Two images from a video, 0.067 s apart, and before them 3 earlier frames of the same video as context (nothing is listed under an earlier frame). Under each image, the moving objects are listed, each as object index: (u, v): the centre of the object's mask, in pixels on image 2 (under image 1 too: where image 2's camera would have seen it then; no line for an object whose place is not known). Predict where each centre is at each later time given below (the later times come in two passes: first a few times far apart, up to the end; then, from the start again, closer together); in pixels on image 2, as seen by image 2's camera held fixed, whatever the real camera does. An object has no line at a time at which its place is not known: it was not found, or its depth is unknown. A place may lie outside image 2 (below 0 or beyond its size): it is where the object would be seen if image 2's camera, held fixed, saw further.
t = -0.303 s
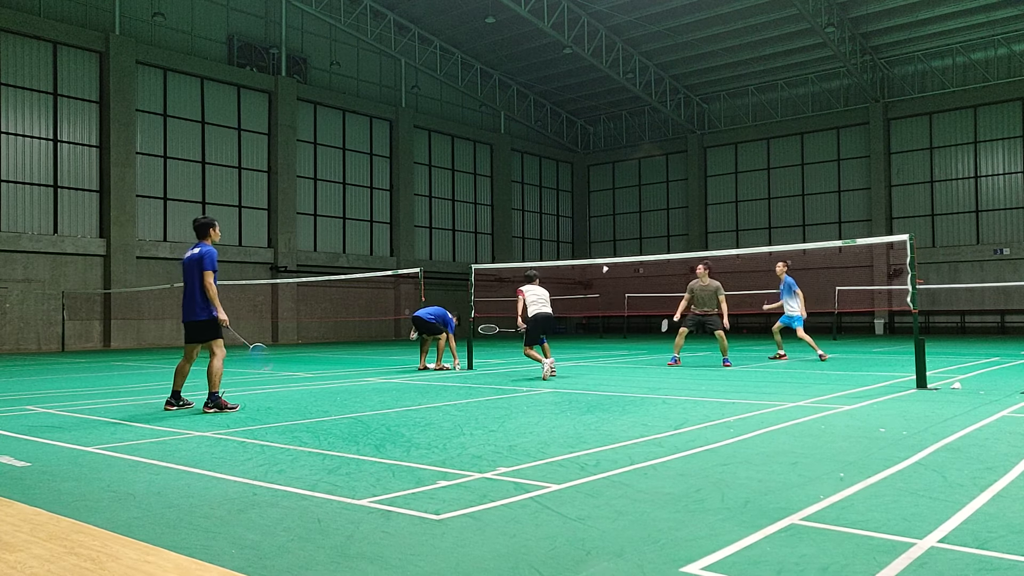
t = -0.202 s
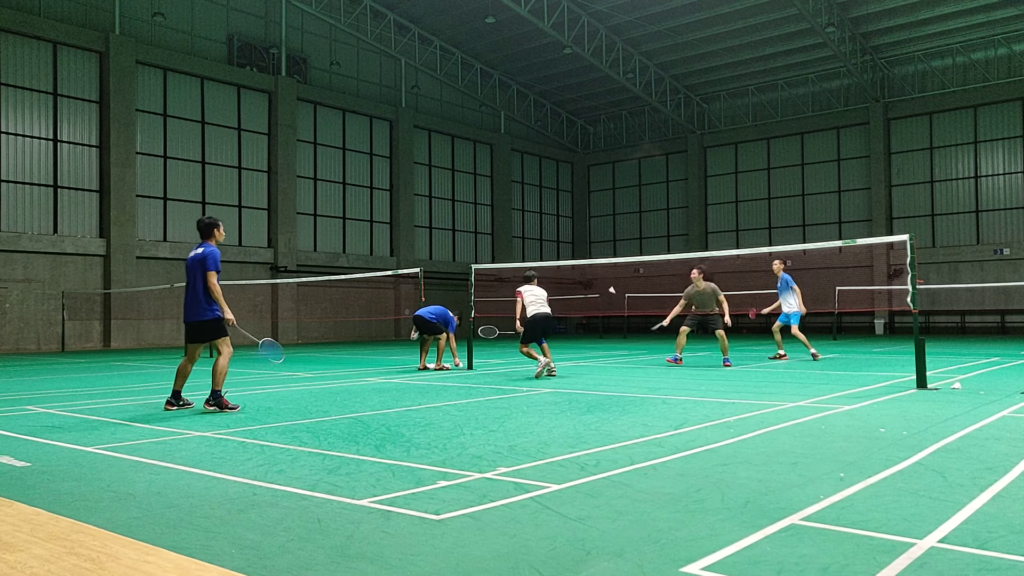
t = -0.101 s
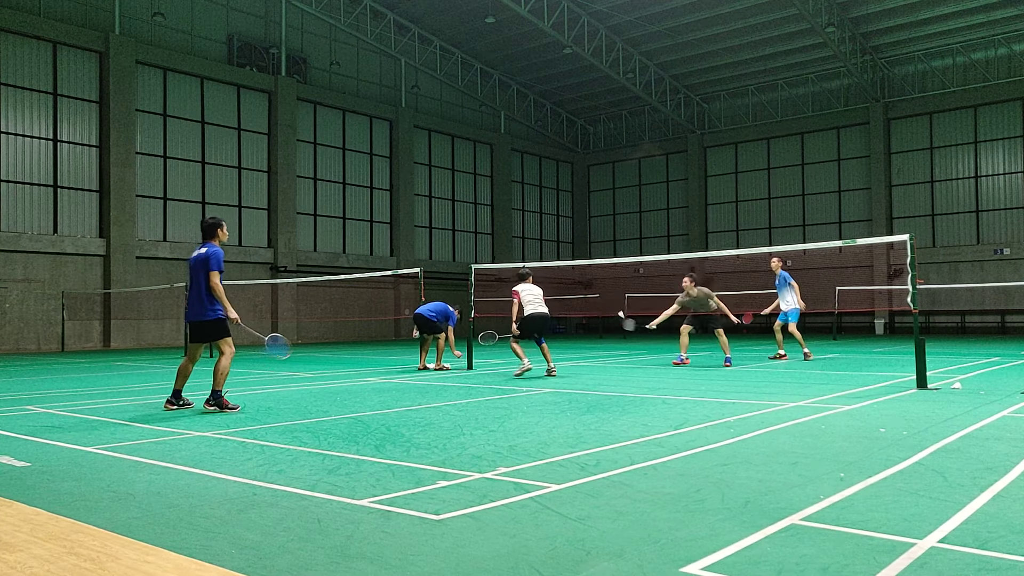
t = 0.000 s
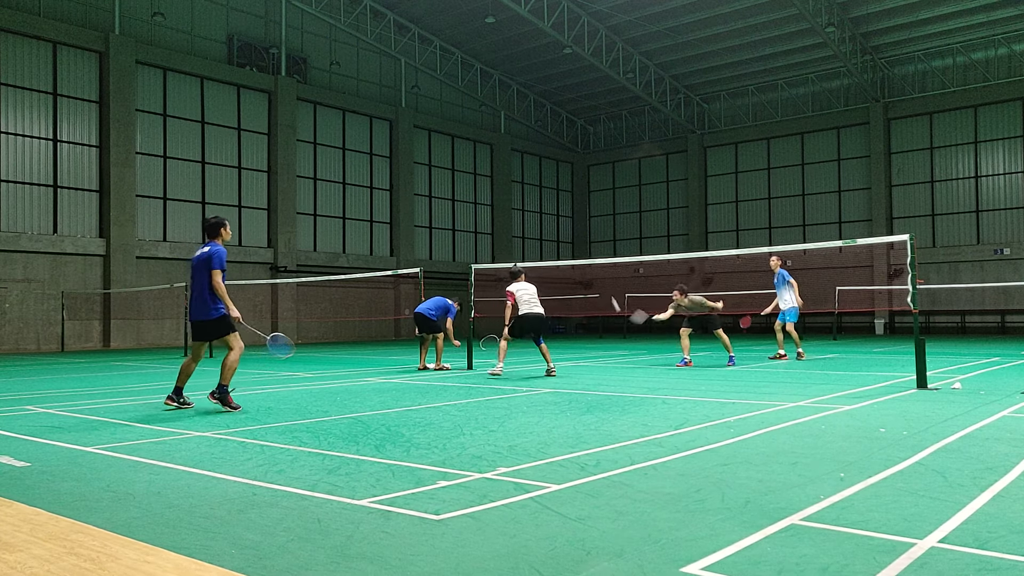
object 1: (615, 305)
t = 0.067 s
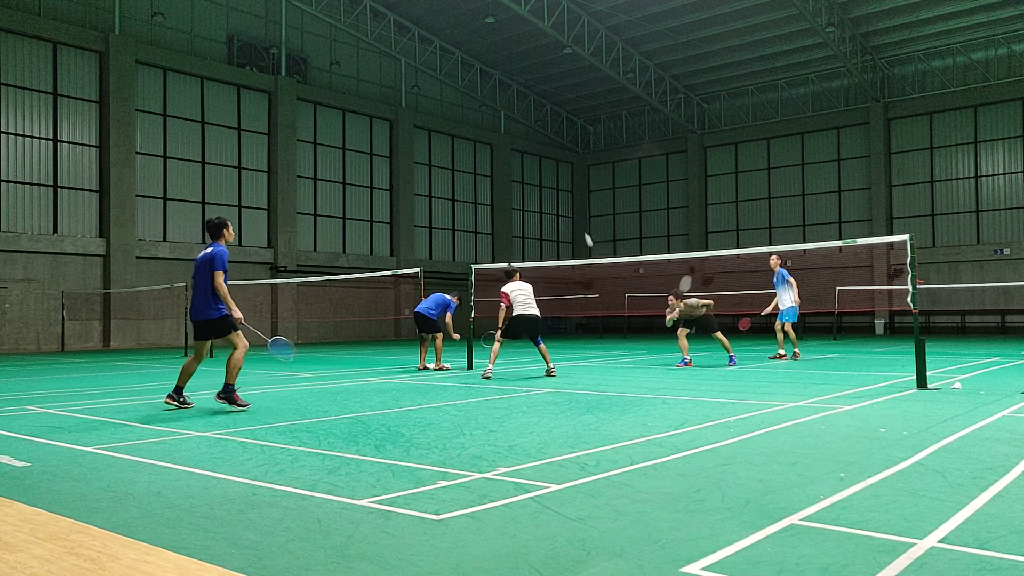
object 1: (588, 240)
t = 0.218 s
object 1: (536, 128)
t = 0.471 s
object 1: (461, 7)
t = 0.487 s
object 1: (457, 3)
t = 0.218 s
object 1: (536, 128)
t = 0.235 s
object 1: (531, 118)
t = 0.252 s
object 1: (526, 108)
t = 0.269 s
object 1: (521, 98)
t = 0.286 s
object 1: (516, 89)
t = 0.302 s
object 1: (511, 80)
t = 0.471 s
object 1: (461, 7)
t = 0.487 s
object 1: (457, 3)
